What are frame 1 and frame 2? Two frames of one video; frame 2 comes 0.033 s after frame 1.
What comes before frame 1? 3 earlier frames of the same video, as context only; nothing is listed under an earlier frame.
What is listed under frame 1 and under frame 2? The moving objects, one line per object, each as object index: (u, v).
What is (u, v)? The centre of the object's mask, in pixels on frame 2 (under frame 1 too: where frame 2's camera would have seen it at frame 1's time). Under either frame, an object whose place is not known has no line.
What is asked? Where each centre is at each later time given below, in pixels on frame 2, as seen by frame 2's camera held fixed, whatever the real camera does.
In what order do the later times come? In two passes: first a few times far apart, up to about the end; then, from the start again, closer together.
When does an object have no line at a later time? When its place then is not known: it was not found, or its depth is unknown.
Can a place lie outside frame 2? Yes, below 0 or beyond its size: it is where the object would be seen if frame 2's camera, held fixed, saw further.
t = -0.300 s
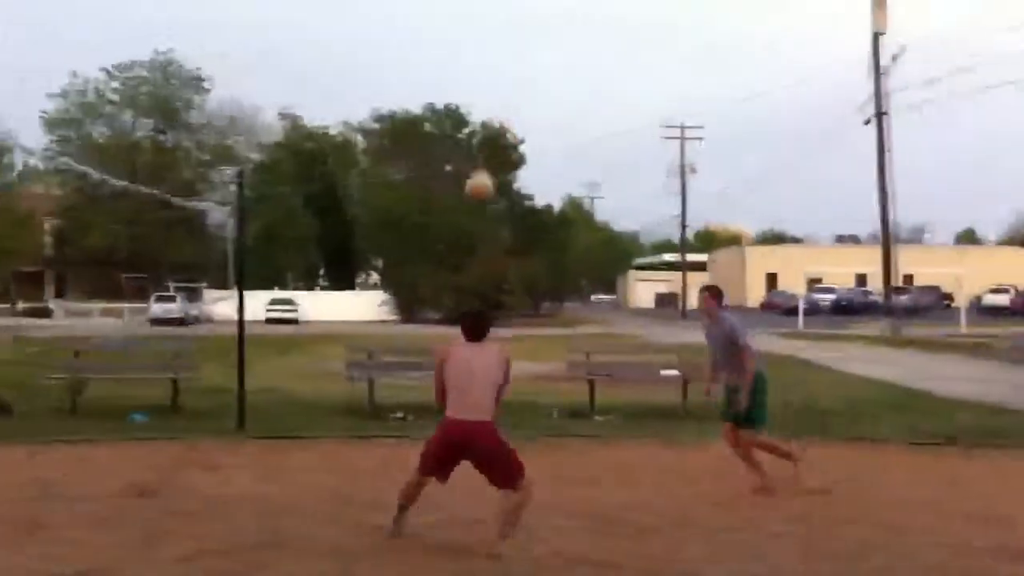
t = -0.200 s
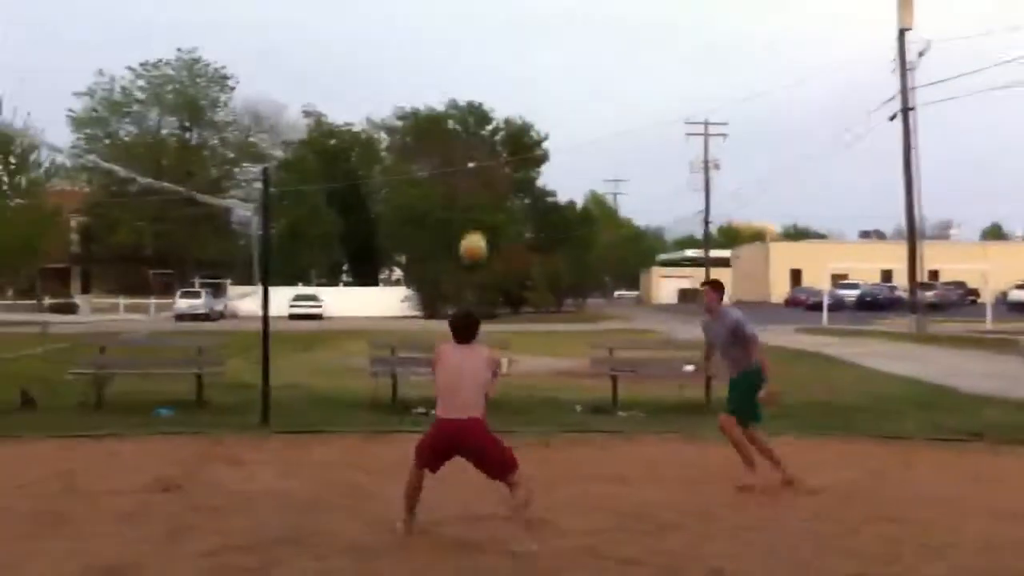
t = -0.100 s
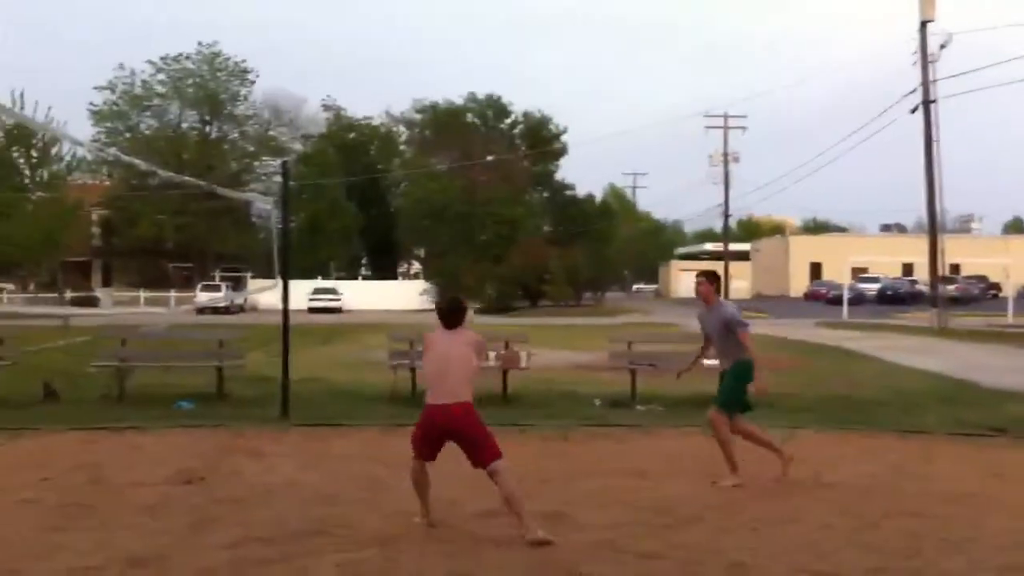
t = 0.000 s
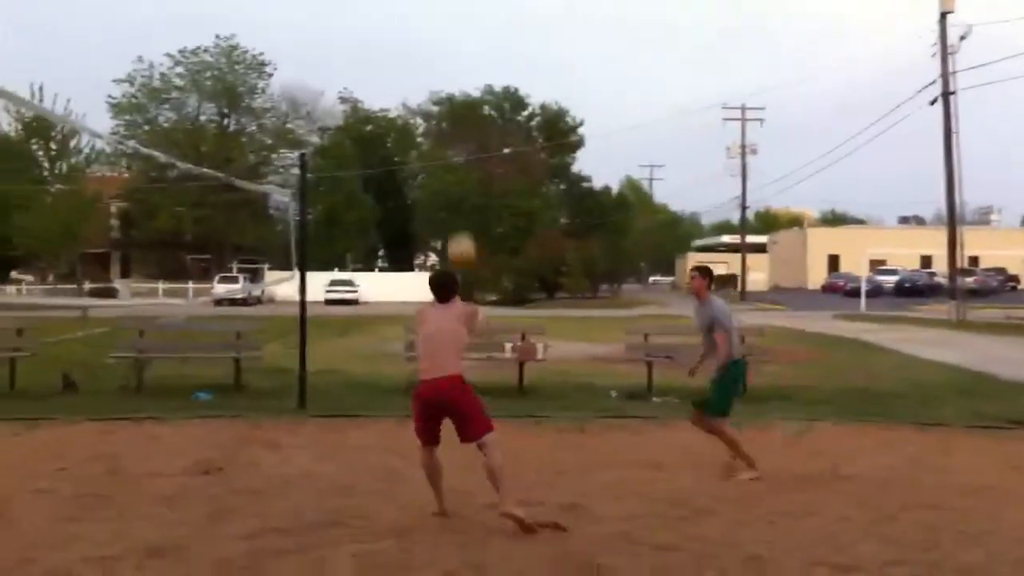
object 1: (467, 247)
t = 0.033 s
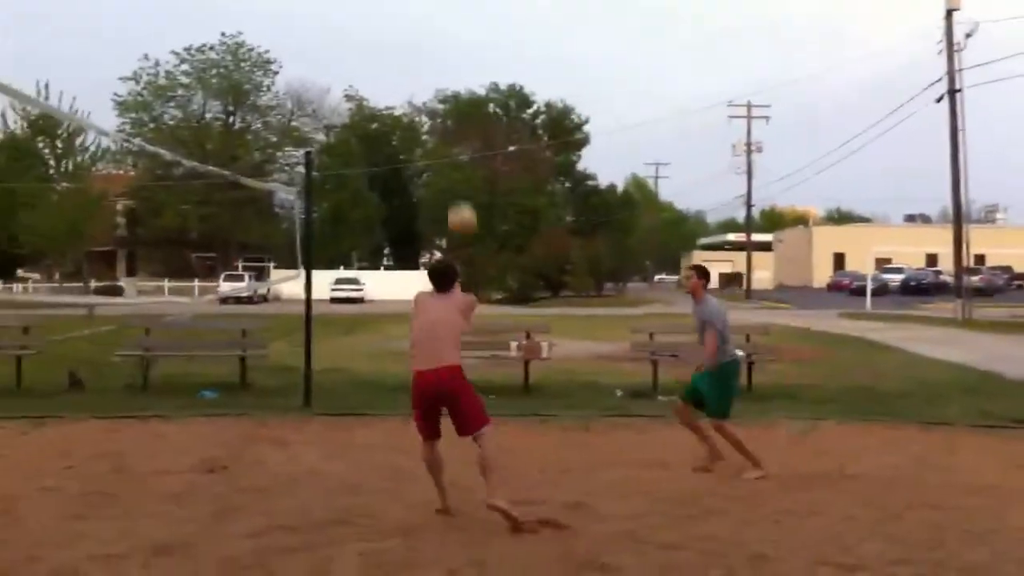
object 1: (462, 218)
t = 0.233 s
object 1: (436, 72)
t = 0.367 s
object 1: (418, 6)
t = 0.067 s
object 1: (458, 189)
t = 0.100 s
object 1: (453, 163)
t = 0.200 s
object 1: (439, 93)
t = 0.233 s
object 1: (436, 72)
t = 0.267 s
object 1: (433, 50)
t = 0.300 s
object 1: (429, 33)
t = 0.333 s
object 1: (424, 18)
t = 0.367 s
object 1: (418, 6)
